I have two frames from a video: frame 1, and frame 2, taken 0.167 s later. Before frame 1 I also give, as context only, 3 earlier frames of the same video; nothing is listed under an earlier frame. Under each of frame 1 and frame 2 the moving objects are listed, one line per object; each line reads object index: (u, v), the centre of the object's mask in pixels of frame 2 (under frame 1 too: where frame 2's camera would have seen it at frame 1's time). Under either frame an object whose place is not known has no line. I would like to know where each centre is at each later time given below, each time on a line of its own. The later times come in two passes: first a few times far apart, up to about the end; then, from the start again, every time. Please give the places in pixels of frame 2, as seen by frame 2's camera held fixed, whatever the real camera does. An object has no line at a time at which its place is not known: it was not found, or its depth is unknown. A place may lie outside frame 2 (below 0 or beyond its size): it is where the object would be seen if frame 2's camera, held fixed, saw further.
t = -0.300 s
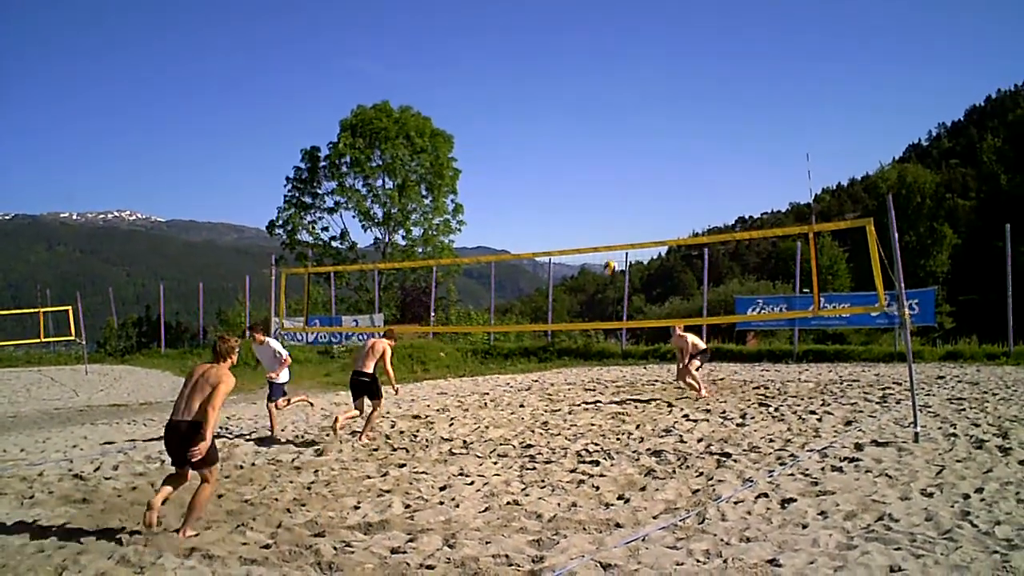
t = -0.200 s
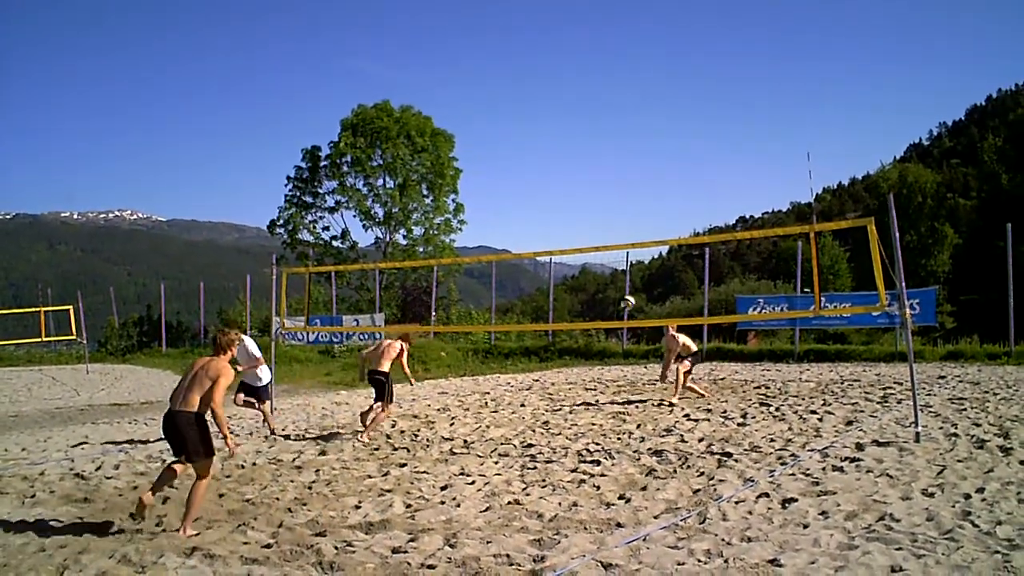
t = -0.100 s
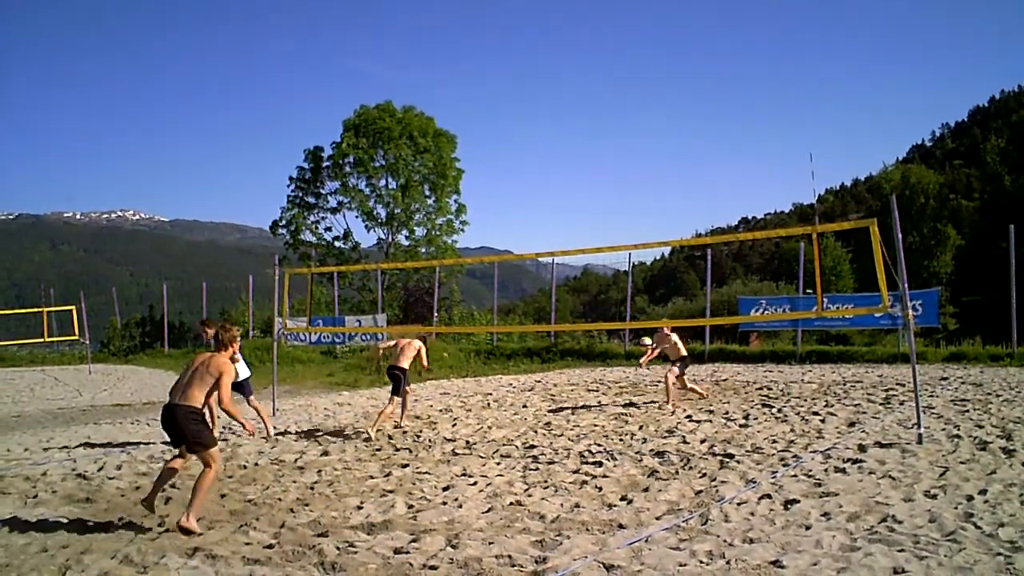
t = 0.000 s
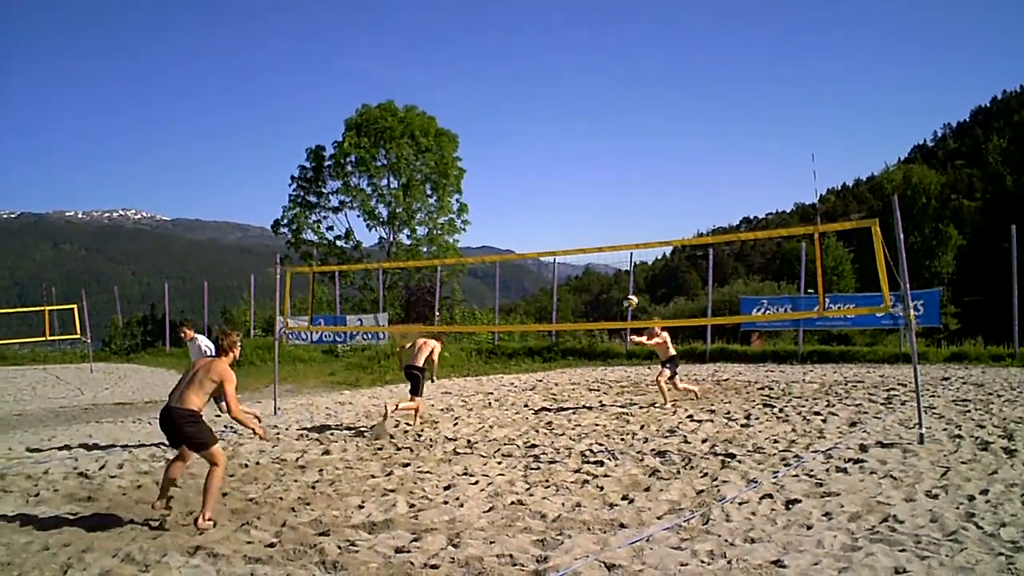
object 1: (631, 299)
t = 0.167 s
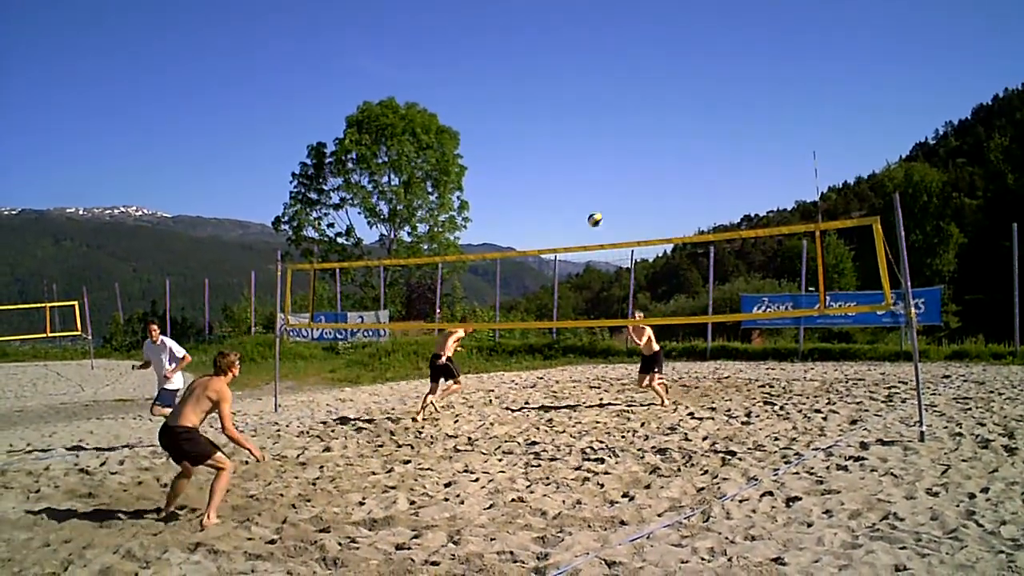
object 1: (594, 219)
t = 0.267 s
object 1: (572, 176)
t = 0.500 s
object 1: (513, 94)
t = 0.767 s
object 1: (441, 39)
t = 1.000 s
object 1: (371, 33)
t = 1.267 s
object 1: (279, 91)
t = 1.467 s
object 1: (200, 199)
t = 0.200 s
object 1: (587, 205)
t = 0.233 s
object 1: (579, 190)
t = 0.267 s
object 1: (572, 176)
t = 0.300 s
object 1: (564, 163)
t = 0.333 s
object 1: (555, 150)
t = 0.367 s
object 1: (547, 139)
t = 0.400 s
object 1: (538, 127)
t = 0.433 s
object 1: (530, 115)
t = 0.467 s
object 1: (521, 105)
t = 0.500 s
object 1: (513, 94)
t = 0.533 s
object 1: (504, 85)
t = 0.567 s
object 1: (496, 76)
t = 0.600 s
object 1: (486, 68)
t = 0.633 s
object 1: (478, 60)
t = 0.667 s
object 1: (469, 54)
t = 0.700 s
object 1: (459, 48)
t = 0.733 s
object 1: (450, 43)
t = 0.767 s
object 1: (441, 39)
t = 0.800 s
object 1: (432, 35)
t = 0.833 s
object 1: (422, 33)
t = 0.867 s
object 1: (412, 30)
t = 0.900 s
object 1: (402, 29)
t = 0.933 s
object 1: (392, 30)
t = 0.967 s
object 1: (381, 31)
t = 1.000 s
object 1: (371, 33)
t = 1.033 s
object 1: (360, 36)
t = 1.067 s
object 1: (349, 40)
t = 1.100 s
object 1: (338, 45)
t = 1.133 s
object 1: (327, 51)
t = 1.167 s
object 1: (315, 59)
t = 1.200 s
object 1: (303, 68)
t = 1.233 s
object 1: (291, 79)
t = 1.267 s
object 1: (279, 91)
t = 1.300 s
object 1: (266, 105)
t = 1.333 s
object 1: (254, 120)
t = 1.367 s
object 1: (241, 137)
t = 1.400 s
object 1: (228, 156)
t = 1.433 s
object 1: (214, 176)
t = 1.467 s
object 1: (200, 199)
